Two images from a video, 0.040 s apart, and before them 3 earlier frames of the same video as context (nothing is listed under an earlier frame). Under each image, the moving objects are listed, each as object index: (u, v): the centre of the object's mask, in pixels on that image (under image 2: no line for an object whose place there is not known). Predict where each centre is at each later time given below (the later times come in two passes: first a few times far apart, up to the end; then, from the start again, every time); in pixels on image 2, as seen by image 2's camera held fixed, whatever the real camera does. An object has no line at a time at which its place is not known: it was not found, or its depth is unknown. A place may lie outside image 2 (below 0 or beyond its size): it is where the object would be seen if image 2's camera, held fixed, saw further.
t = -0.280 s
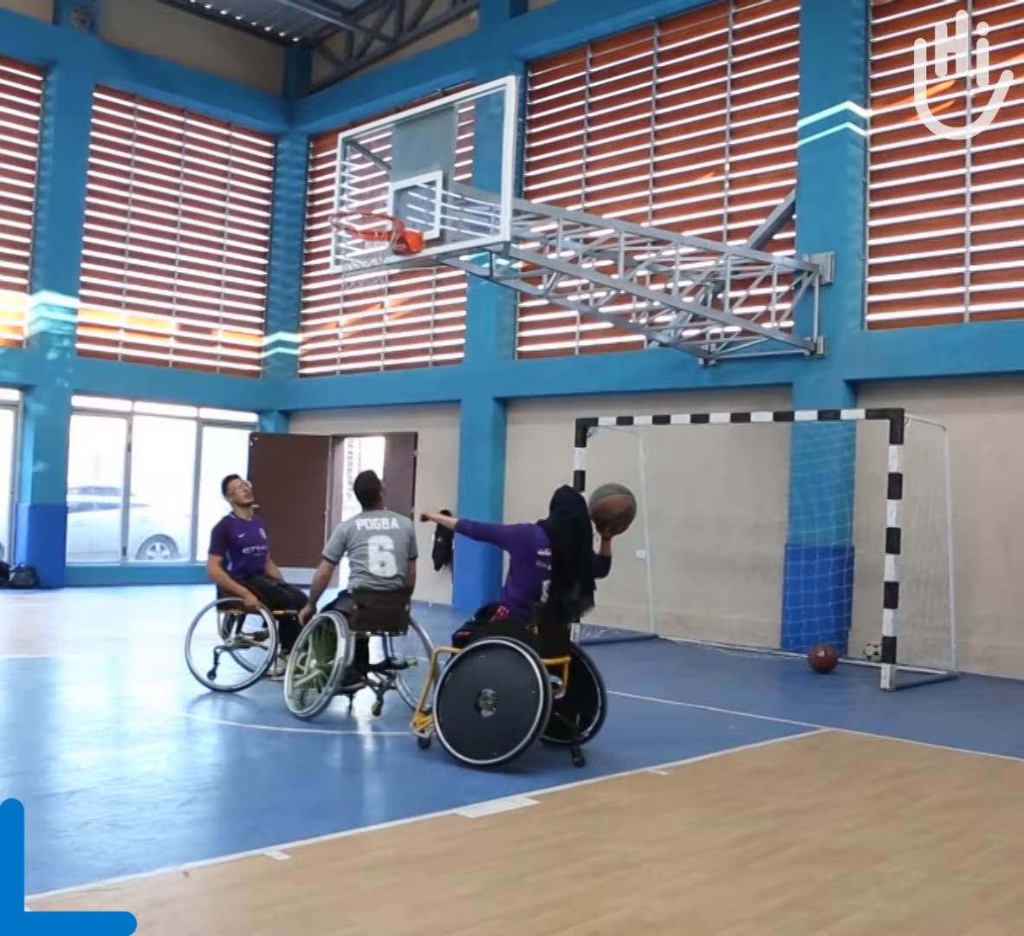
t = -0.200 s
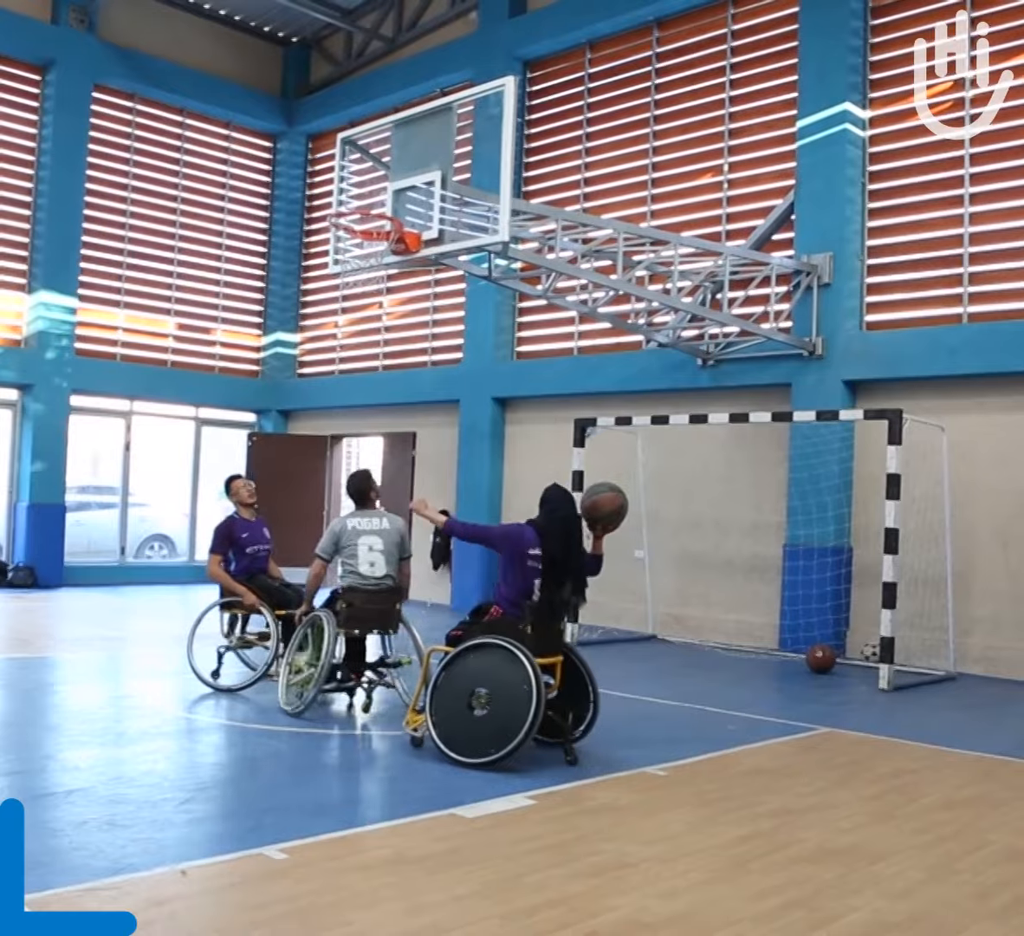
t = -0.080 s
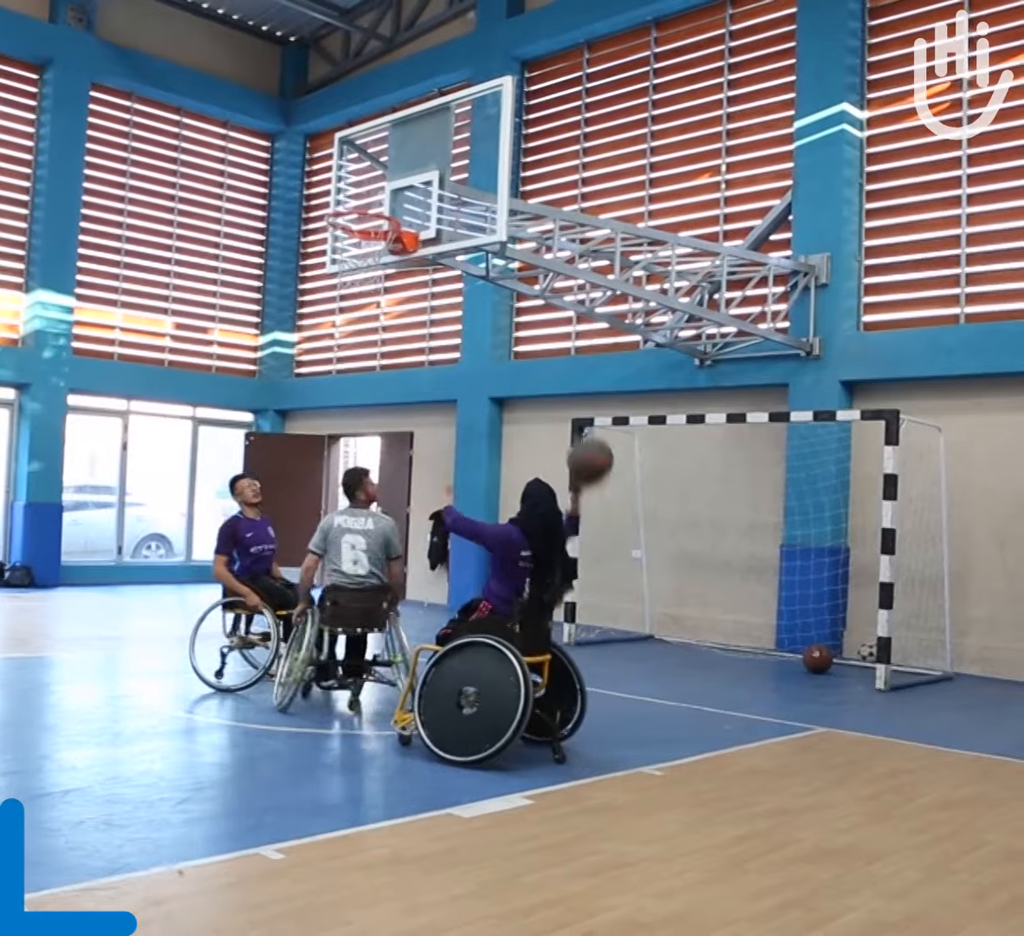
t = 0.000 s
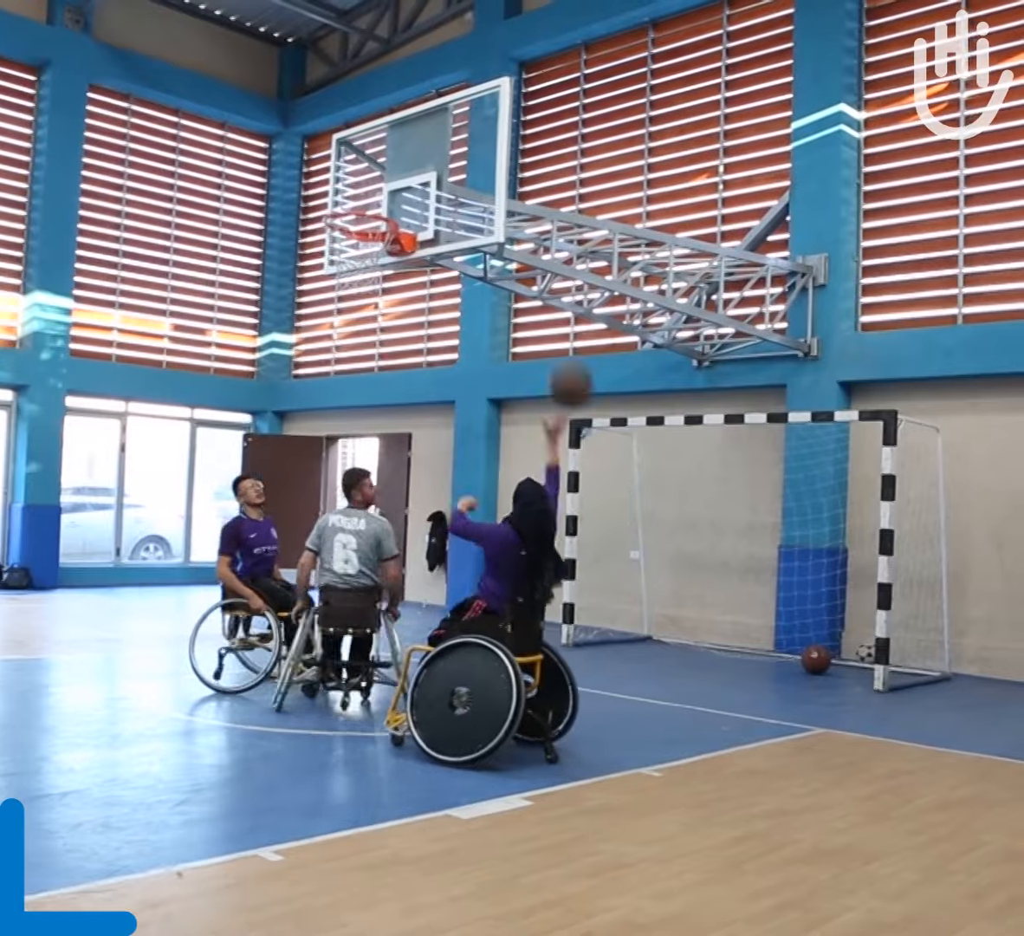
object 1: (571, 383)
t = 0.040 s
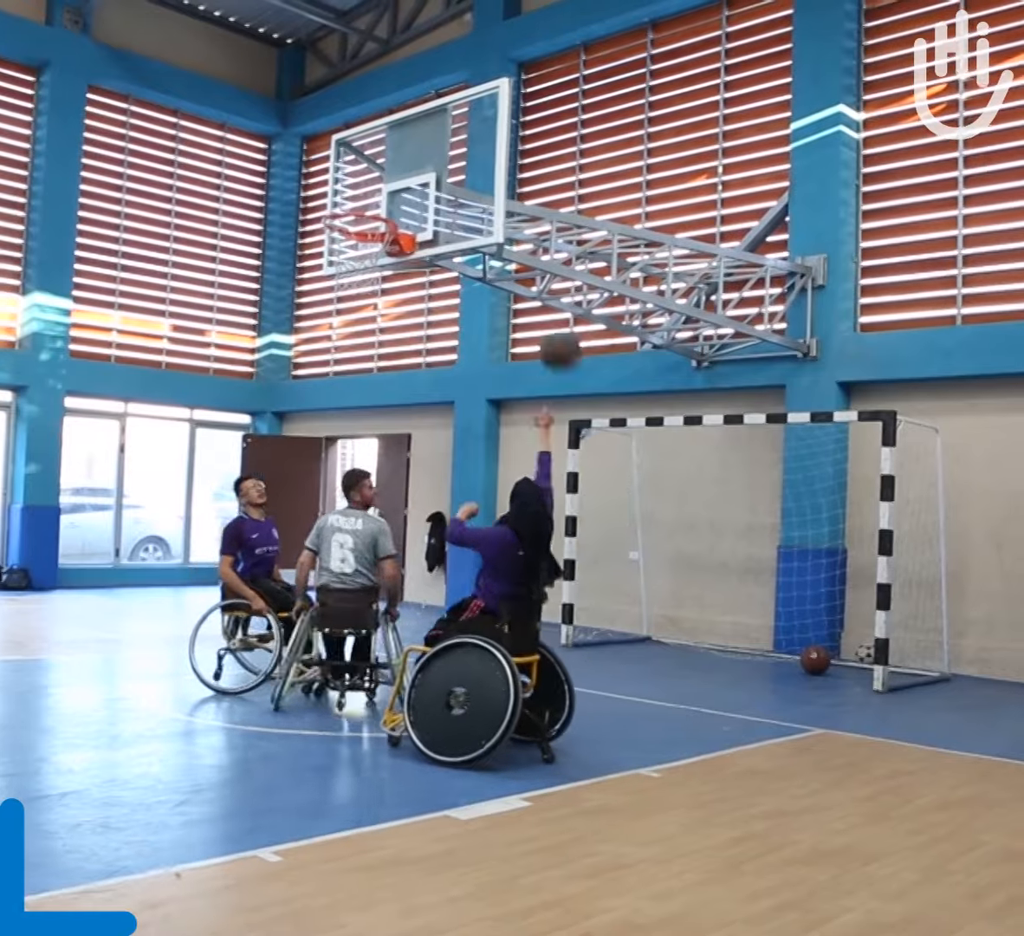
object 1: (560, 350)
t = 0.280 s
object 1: (501, 204)
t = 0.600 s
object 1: (430, 177)
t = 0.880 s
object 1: (394, 197)
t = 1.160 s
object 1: (359, 246)
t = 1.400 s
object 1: (333, 348)
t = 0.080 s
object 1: (549, 315)
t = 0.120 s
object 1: (538, 285)
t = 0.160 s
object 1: (529, 258)
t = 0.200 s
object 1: (520, 238)
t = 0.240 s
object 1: (510, 220)
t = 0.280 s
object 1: (501, 204)
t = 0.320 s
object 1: (491, 191)
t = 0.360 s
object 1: (482, 182)
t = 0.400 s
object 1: (473, 175)
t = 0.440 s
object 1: (464, 170)
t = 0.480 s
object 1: (456, 168)
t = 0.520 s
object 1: (447, 169)
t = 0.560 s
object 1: (438, 173)
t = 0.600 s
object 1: (430, 177)
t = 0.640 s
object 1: (422, 185)
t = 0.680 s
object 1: (413, 194)
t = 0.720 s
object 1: (405, 205)
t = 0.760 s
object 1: (403, 207)
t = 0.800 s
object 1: (403, 204)
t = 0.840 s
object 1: (398, 199)
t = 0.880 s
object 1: (394, 197)
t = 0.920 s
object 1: (390, 196)
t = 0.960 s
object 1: (385, 199)
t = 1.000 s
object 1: (381, 202)
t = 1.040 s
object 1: (375, 208)
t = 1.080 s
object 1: (370, 220)
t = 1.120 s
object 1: (364, 232)
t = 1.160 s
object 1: (359, 246)
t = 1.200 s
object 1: (354, 260)
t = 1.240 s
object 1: (350, 272)
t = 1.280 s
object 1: (345, 288)
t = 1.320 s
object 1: (342, 305)
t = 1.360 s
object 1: (338, 325)
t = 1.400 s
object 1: (333, 348)
